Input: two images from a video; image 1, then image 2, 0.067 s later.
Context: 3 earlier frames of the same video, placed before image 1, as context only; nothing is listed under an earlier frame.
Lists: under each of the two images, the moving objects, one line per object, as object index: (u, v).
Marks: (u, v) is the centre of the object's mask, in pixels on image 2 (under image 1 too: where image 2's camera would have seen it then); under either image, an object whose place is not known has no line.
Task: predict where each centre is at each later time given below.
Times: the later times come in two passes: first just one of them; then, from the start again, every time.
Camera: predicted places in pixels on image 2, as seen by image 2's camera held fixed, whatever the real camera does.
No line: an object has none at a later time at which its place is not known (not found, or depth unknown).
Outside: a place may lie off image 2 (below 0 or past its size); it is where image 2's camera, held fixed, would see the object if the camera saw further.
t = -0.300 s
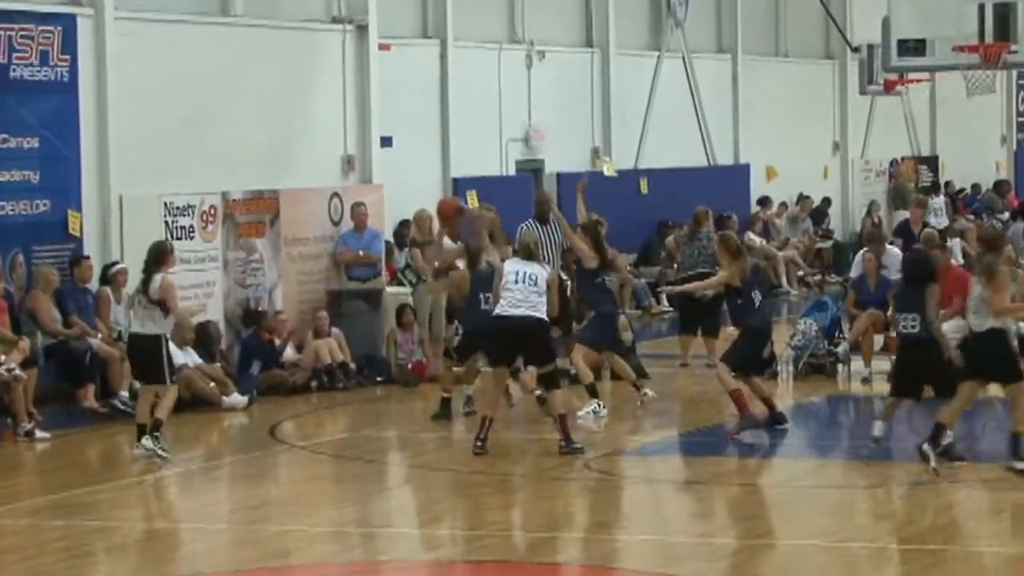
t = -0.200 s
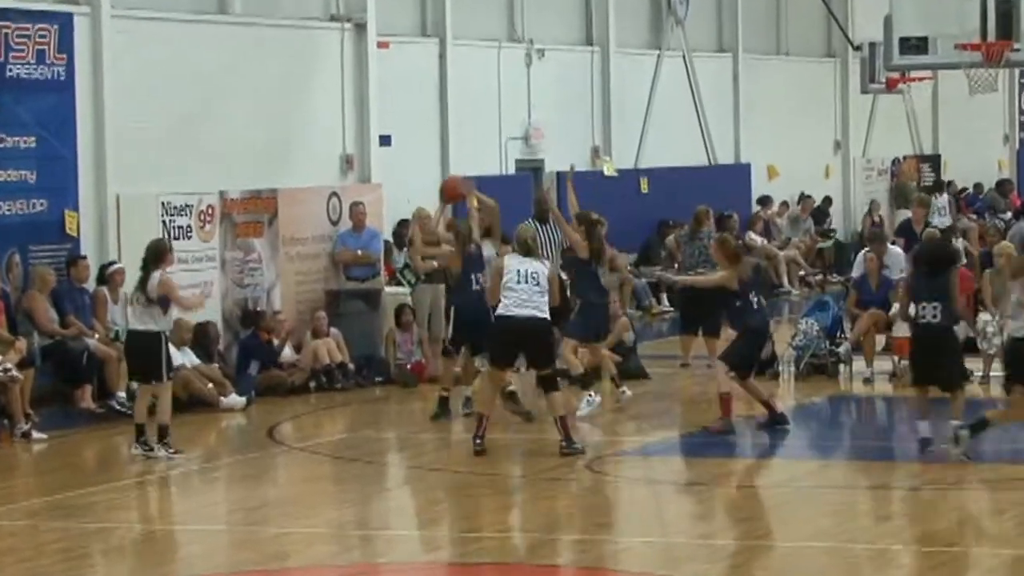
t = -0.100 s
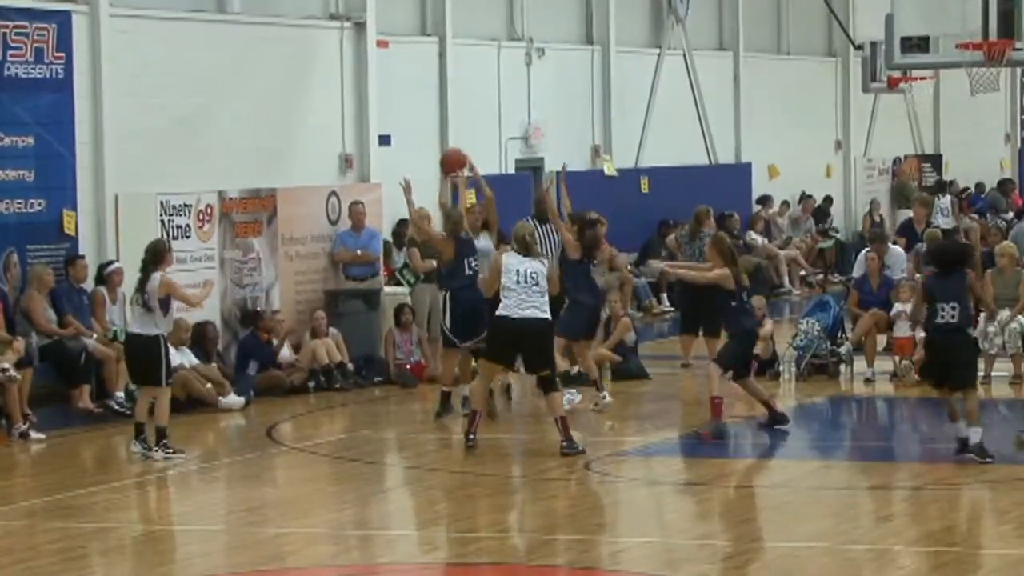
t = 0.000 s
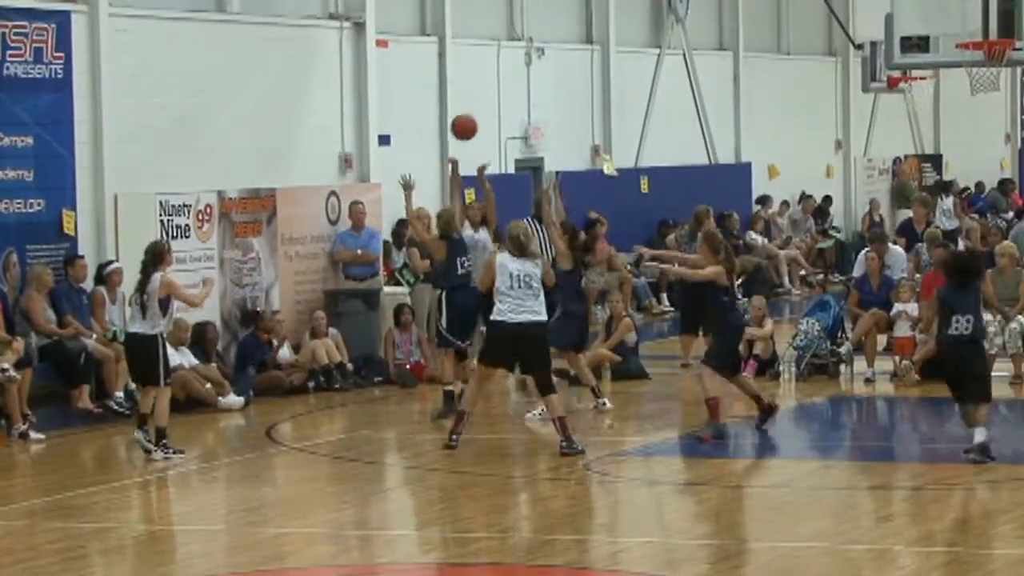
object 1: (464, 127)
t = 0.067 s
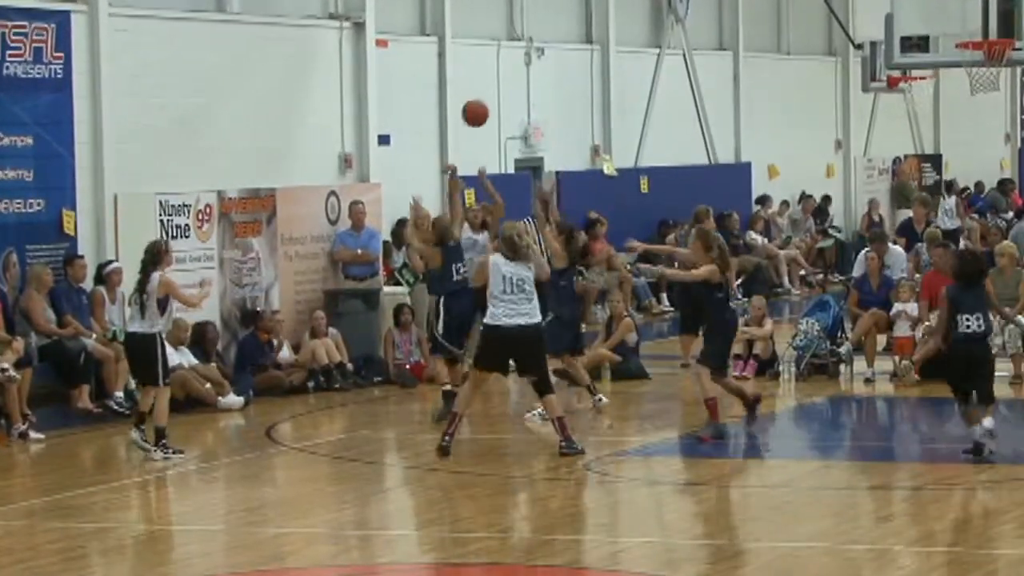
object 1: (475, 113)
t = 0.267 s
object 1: (513, 101)
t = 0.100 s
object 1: (481, 108)
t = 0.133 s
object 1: (487, 104)
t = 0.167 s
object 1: (493, 101)
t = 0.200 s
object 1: (500, 100)
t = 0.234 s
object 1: (506, 100)
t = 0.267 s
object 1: (513, 101)
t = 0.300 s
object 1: (519, 104)
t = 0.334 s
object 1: (526, 108)
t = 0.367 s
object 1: (533, 113)
